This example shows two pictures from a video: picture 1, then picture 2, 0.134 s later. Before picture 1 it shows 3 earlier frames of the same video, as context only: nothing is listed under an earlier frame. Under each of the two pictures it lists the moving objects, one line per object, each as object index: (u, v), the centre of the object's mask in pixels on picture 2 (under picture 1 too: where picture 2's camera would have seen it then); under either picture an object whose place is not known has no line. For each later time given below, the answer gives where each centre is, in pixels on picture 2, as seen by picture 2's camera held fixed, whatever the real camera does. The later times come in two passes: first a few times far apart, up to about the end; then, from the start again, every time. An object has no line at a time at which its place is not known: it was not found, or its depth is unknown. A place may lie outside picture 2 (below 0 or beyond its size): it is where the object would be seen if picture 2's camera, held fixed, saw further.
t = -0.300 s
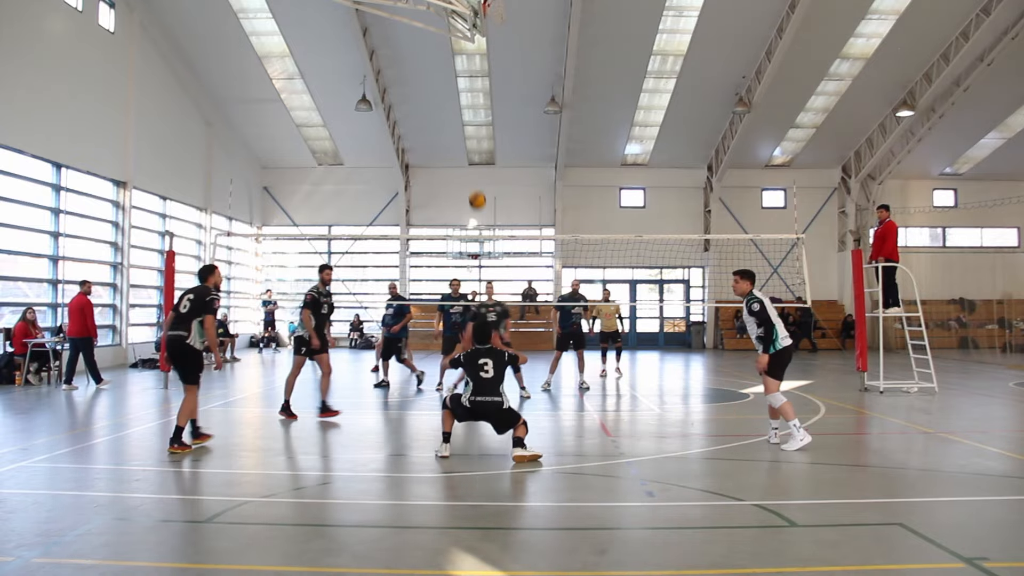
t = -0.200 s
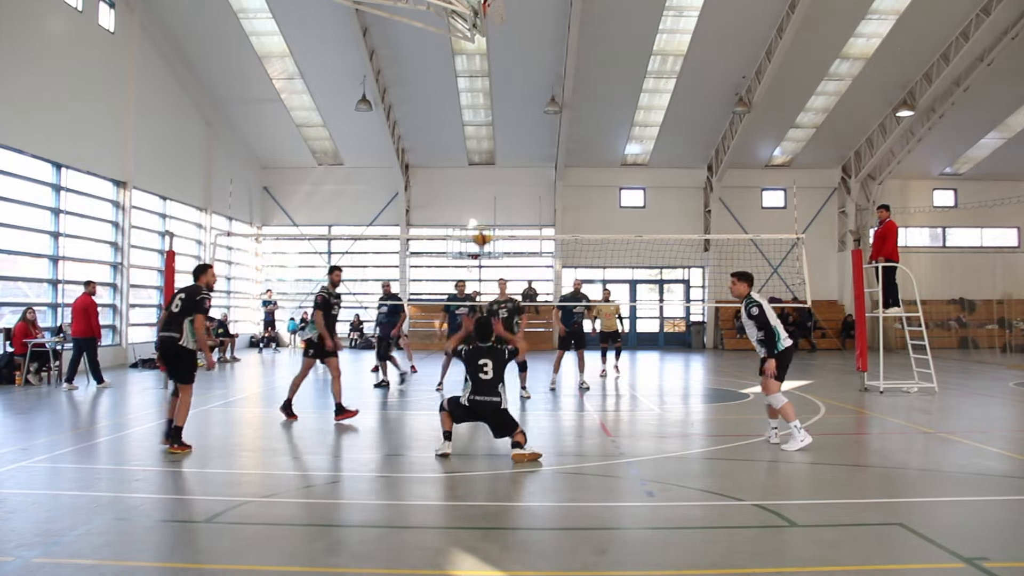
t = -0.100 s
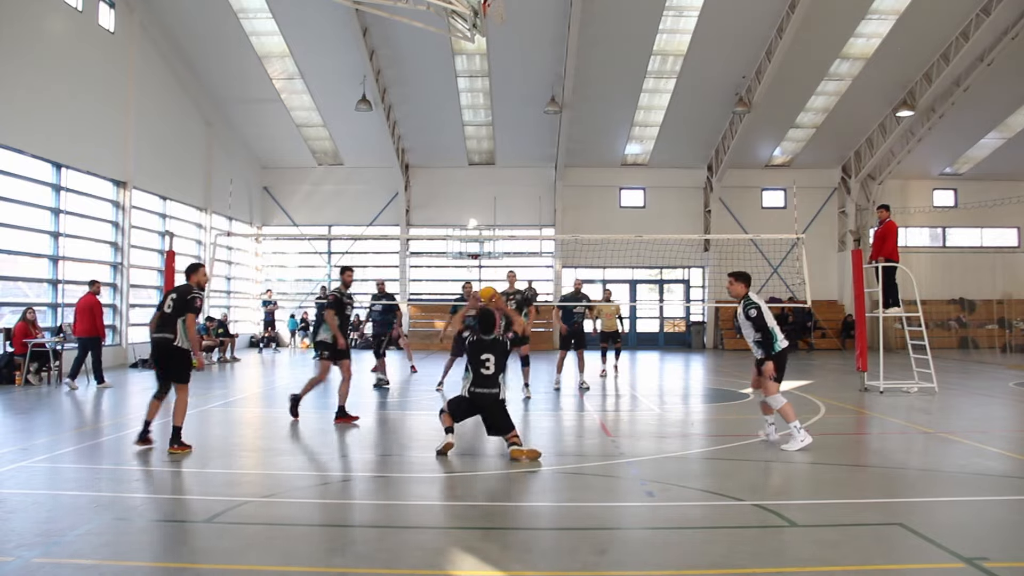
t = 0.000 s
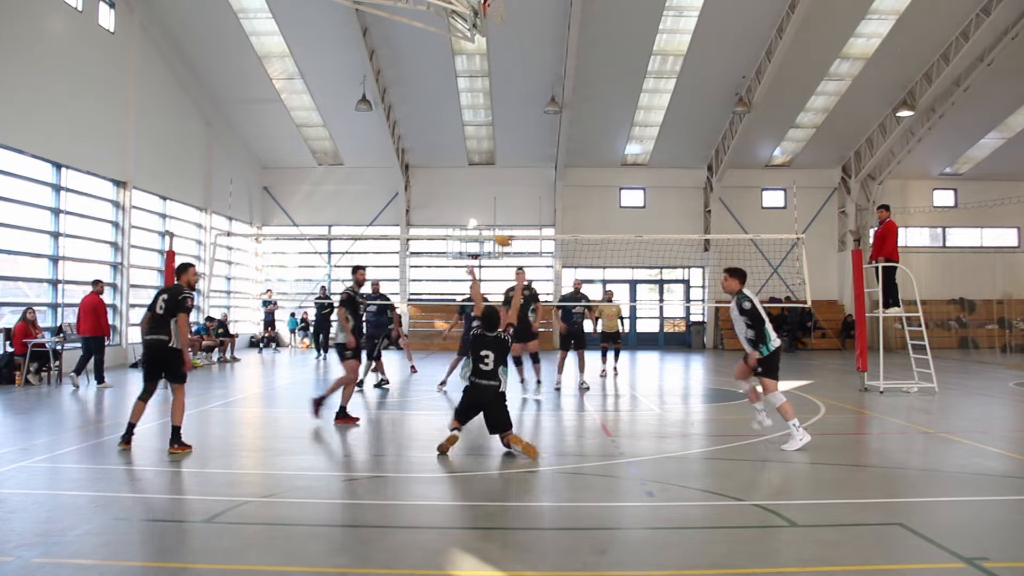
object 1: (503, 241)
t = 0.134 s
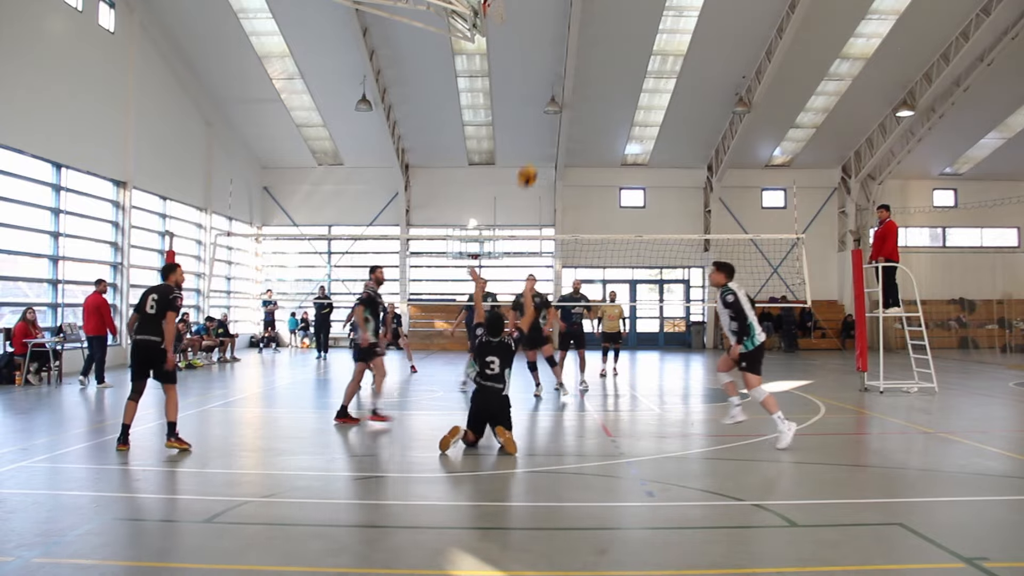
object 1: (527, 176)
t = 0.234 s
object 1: (544, 144)
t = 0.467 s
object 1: (579, 110)
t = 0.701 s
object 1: (607, 122)
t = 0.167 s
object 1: (533, 164)
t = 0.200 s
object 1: (539, 153)
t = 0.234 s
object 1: (544, 144)
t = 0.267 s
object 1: (550, 136)
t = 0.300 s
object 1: (554, 129)
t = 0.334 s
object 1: (560, 123)
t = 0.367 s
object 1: (565, 118)
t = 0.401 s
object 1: (570, 114)
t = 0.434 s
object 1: (574, 111)
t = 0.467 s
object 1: (579, 110)
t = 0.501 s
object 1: (583, 109)
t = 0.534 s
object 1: (587, 109)
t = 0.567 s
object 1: (592, 110)
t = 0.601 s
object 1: (596, 112)
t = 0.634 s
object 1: (600, 114)
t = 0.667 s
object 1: (603, 117)
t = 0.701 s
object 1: (607, 122)
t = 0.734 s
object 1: (611, 127)
